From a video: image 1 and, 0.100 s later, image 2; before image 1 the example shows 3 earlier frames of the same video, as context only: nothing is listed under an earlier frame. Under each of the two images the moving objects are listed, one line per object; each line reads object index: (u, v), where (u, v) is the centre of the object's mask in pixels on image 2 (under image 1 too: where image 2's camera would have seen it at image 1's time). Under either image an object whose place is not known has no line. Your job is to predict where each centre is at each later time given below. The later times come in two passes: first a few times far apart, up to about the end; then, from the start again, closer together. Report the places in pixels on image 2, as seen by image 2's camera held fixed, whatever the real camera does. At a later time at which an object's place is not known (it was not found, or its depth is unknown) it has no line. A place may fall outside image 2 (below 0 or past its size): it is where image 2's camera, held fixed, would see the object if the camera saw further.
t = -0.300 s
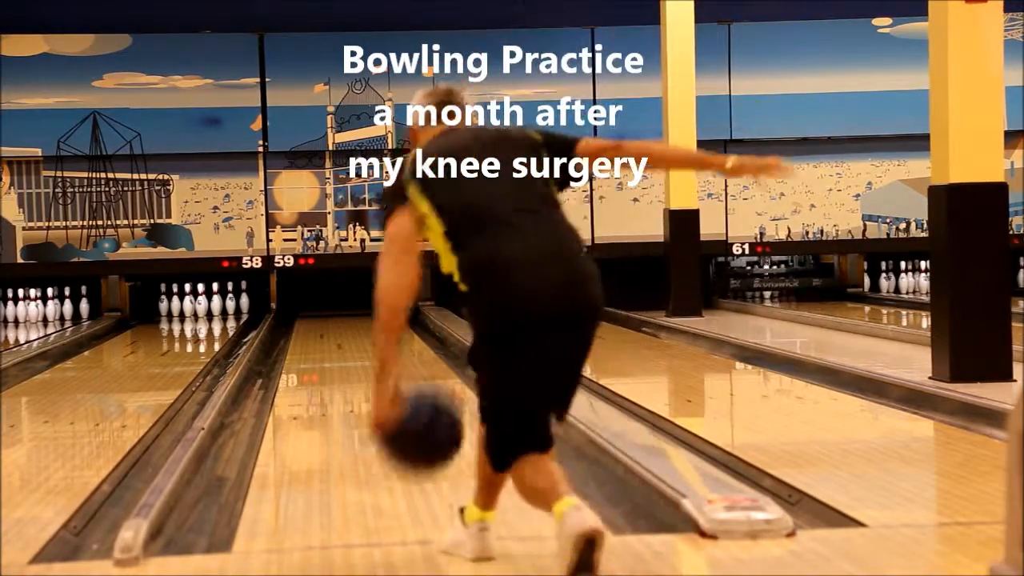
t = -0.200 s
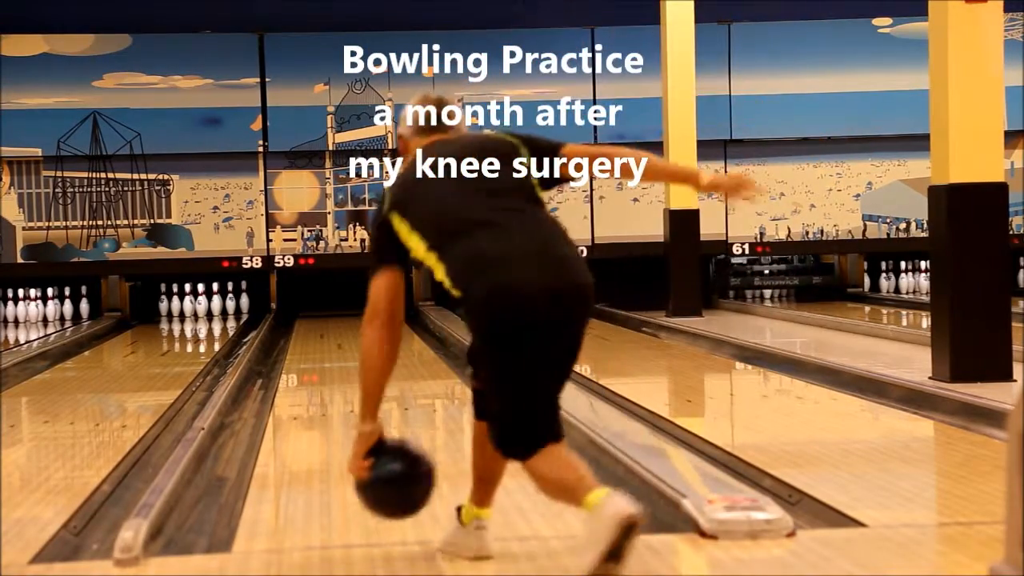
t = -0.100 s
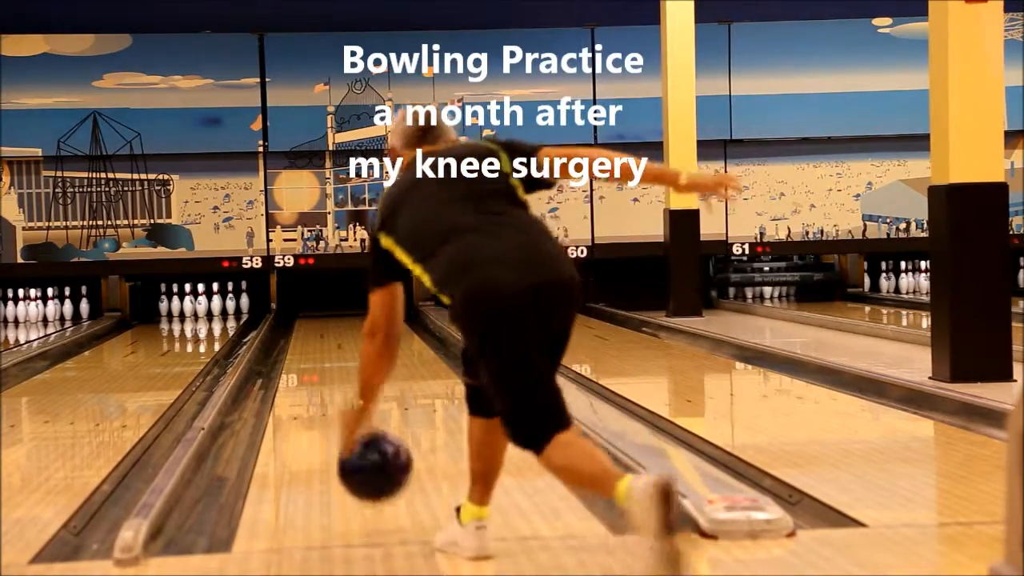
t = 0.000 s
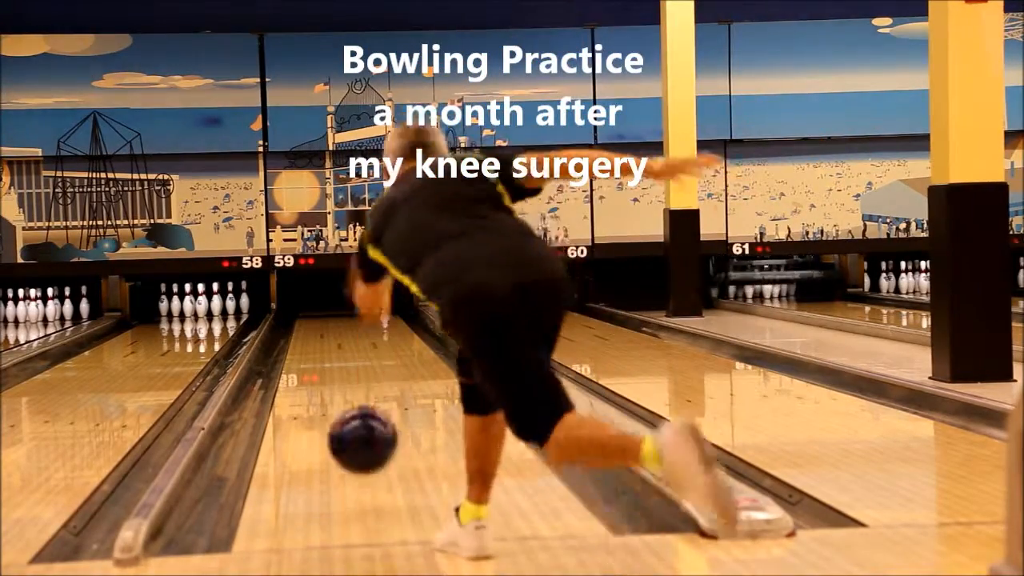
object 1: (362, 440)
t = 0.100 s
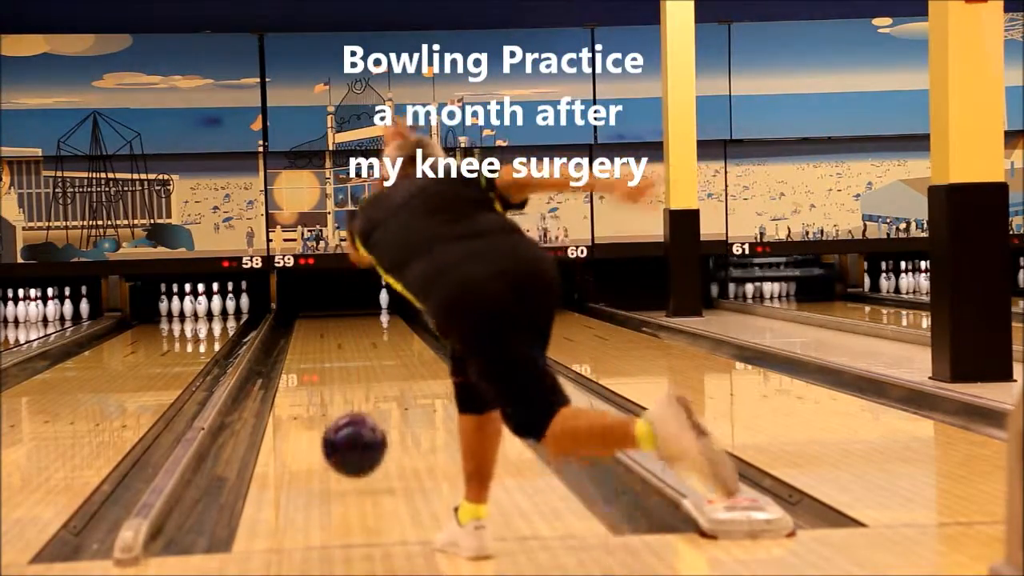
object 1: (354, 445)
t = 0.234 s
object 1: (343, 443)
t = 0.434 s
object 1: (331, 421)
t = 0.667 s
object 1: (320, 401)
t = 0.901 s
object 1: (312, 385)
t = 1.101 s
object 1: (308, 374)
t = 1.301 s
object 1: (305, 364)
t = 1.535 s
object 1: (304, 354)
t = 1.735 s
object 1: (305, 347)
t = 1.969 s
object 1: (308, 340)
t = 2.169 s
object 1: (312, 335)
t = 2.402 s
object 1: (318, 329)
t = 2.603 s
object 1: (323, 325)
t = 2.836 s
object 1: (331, 321)
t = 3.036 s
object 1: (338, 316)
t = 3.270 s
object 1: (347, 313)
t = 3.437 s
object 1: (354, 311)
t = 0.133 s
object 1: (351, 452)
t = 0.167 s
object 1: (348, 449)
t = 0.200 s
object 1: (346, 444)
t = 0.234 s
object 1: (343, 443)
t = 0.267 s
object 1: (341, 439)
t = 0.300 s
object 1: (338, 435)
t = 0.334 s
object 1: (336, 432)
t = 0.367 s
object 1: (334, 427)
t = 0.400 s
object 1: (333, 424)
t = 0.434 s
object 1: (331, 421)
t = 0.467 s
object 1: (329, 418)
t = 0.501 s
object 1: (327, 415)
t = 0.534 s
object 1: (326, 412)
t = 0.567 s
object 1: (324, 409)
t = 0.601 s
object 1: (322, 406)
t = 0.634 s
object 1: (321, 404)
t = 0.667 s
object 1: (320, 401)
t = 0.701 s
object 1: (318, 398)
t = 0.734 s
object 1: (317, 396)
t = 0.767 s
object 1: (316, 394)
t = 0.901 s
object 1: (312, 385)
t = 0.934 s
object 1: (311, 383)
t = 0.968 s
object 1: (310, 381)
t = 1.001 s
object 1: (310, 379)
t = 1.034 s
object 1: (309, 377)
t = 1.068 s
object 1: (308, 376)
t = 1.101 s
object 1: (308, 374)
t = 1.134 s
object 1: (307, 372)
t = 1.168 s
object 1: (307, 370)
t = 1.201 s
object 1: (306, 369)
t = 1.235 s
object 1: (306, 367)
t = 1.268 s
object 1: (305, 365)
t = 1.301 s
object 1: (305, 364)
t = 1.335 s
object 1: (305, 363)
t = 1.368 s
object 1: (305, 361)
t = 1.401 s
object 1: (305, 360)
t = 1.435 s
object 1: (304, 358)
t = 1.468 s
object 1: (304, 357)
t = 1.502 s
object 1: (304, 355)
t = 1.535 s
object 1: (304, 354)
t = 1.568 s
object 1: (304, 353)
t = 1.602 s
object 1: (305, 352)
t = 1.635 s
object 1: (305, 351)
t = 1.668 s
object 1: (305, 350)
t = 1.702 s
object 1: (305, 348)
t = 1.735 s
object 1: (305, 347)
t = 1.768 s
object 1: (306, 347)
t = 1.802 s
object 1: (306, 345)
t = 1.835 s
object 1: (306, 344)
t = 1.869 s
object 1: (307, 343)
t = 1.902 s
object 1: (307, 342)
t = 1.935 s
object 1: (308, 341)
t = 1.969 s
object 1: (308, 340)
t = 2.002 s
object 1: (309, 339)
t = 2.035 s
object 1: (309, 338)
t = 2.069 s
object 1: (310, 337)
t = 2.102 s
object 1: (311, 336)
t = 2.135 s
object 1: (312, 335)
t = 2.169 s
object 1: (312, 335)
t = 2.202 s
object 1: (313, 334)
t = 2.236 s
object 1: (314, 333)
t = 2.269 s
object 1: (314, 332)
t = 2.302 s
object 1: (315, 332)
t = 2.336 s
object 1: (316, 330)
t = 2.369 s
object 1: (317, 330)
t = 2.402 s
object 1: (318, 329)
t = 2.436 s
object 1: (319, 328)
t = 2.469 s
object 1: (320, 327)
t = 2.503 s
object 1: (320, 327)
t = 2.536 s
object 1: (322, 326)
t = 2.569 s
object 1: (322, 326)
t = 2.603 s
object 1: (323, 325)
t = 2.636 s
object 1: (324, 324)
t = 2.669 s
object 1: (325, 323)
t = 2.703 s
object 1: (326, 323)
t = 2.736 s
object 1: (327, 323)
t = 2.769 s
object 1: (329, 322)
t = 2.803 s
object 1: (329, 321)
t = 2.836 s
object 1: (331, 321)
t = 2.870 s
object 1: (332, 320)
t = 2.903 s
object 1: (333, 319)
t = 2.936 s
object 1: (334, 319)
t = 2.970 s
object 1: (335, 318)
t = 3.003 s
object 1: (335, 318)
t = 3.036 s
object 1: (338, 316)
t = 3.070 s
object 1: (339, 316)
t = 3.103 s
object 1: (341, 316)
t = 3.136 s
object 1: (341, 315)
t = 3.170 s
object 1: (342, 315)
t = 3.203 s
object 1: (343, 315)
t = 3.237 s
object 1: (345, 315)
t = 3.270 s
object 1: (347, 313)
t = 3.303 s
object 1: (348, 312)
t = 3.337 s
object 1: (350, 312)
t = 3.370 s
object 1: (352, 311)
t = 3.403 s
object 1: (352, 311)
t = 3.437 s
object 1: (354, 311)
